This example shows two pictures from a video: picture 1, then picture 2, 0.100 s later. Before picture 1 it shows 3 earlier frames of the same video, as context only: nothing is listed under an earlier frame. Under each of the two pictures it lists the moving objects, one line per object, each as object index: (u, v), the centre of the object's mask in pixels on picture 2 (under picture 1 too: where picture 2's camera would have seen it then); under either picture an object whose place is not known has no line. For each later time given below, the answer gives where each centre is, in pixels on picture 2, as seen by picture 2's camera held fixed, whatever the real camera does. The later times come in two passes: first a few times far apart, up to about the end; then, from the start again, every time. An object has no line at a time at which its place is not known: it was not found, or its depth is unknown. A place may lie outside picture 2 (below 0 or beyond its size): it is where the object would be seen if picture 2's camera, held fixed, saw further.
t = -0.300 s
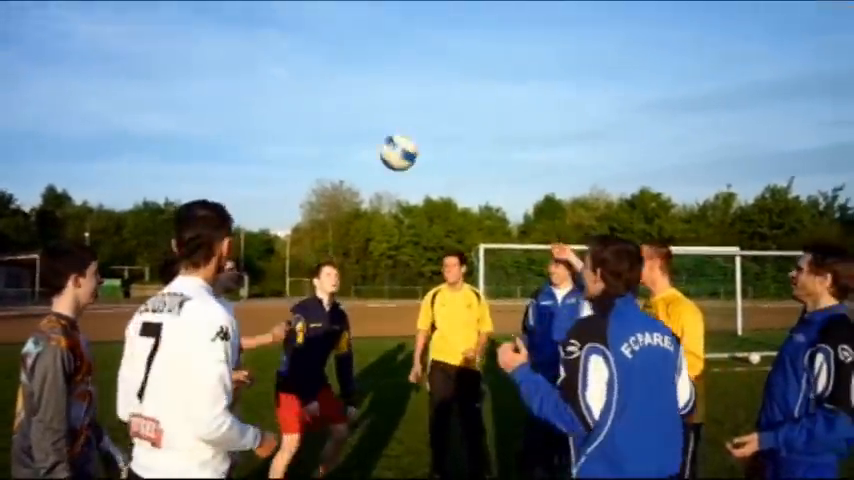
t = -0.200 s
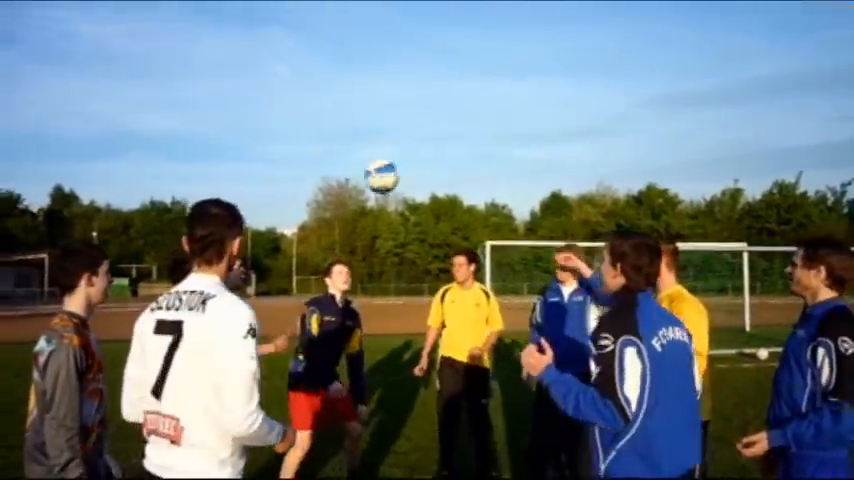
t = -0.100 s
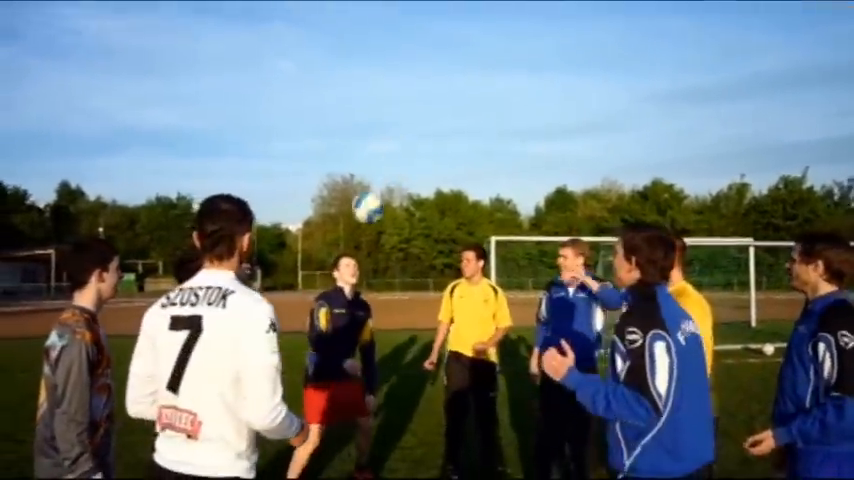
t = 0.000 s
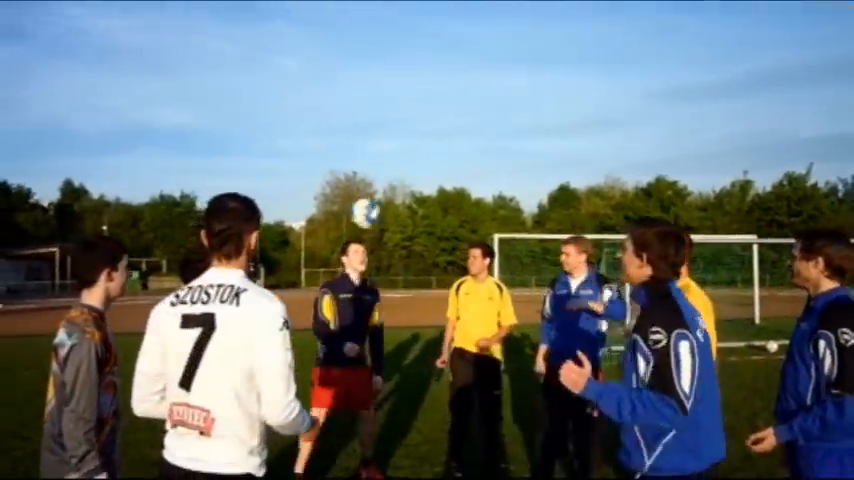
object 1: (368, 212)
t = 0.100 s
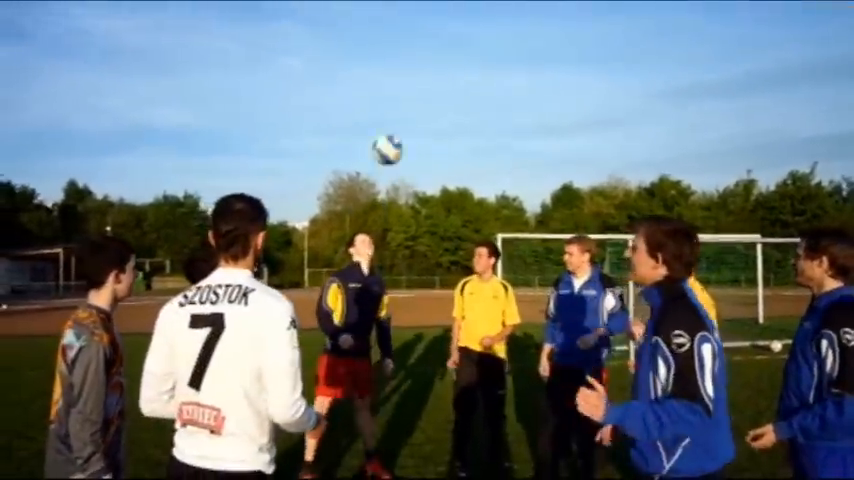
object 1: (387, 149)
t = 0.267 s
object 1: (420, 71)
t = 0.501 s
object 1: (465, 24)
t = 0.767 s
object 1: (517, 59)
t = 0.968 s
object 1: (560, 155)
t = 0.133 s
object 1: (393, 131)
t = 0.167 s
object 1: (399, 113)
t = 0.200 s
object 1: (406, 98)
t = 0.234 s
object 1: (413, 84)
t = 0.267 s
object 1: (420, 71)
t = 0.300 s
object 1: (426, 60)
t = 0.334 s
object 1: (432, 51)
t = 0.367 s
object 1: (438, 42)
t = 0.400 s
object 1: (445, 36)
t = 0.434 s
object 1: (451, 31)
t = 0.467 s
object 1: (458, 27)
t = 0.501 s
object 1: (465, 24)
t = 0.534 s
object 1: (471, 24)
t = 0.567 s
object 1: (478, 24)
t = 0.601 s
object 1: (484, 25)
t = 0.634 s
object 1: (491, 29)
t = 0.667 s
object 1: (497, 35)
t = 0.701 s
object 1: (504, 41)
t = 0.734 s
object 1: (511, 49)
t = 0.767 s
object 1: (517, 59)
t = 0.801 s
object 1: (525, 71)
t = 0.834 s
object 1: (532, 84)
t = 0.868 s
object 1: (539, 99)
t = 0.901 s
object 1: (546, 116)
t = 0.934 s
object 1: (553, 134)
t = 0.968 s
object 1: (560, 155)
